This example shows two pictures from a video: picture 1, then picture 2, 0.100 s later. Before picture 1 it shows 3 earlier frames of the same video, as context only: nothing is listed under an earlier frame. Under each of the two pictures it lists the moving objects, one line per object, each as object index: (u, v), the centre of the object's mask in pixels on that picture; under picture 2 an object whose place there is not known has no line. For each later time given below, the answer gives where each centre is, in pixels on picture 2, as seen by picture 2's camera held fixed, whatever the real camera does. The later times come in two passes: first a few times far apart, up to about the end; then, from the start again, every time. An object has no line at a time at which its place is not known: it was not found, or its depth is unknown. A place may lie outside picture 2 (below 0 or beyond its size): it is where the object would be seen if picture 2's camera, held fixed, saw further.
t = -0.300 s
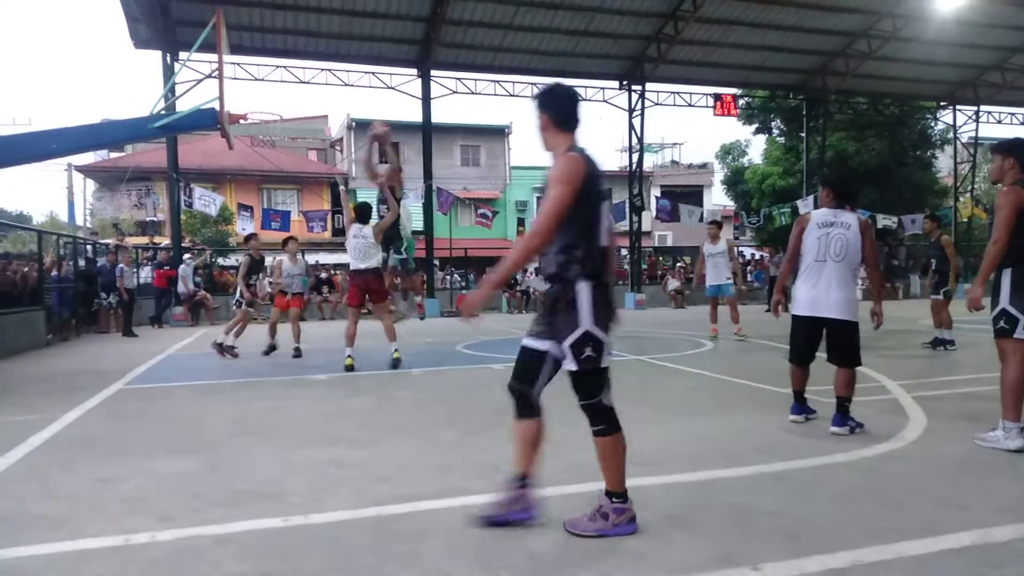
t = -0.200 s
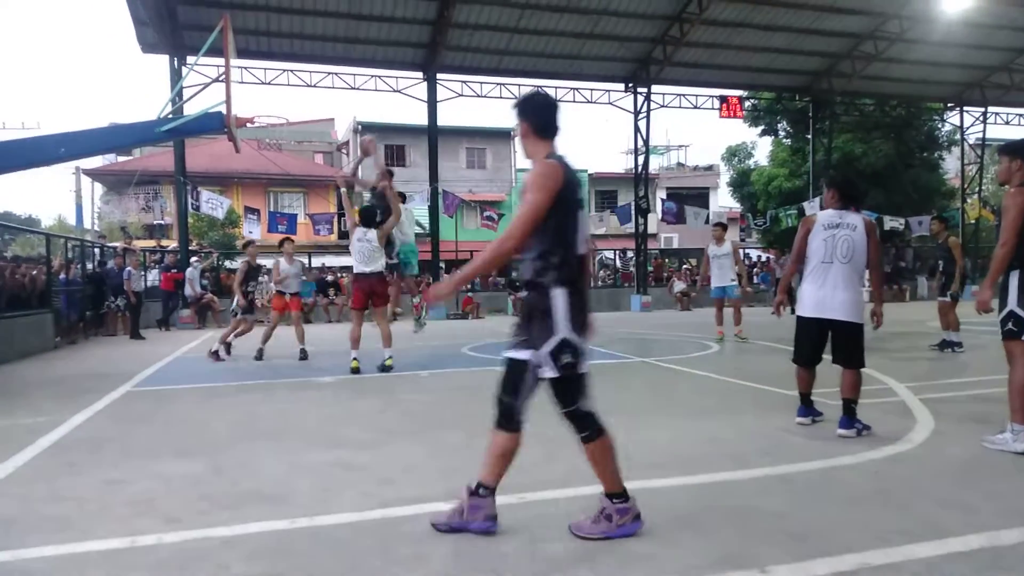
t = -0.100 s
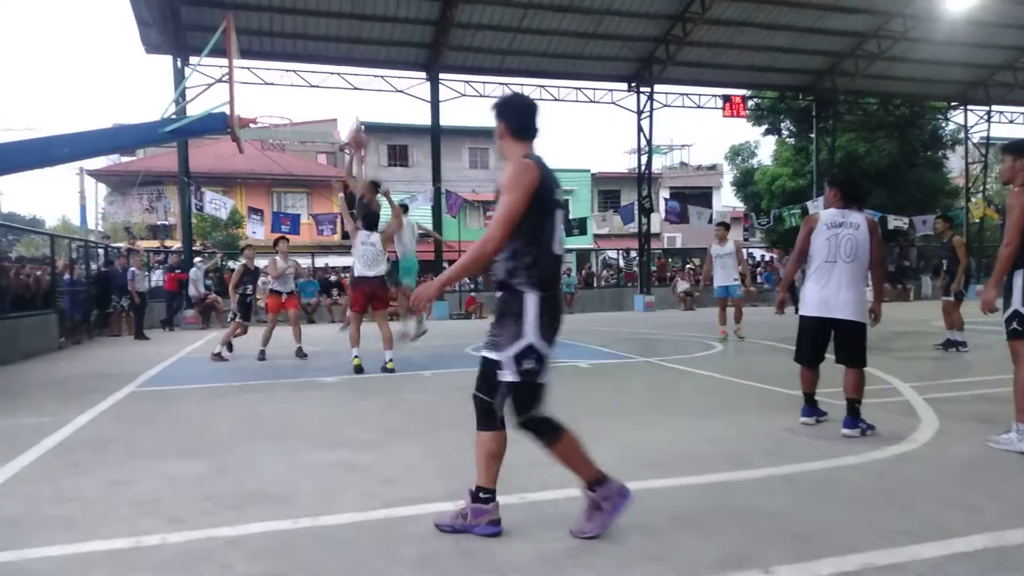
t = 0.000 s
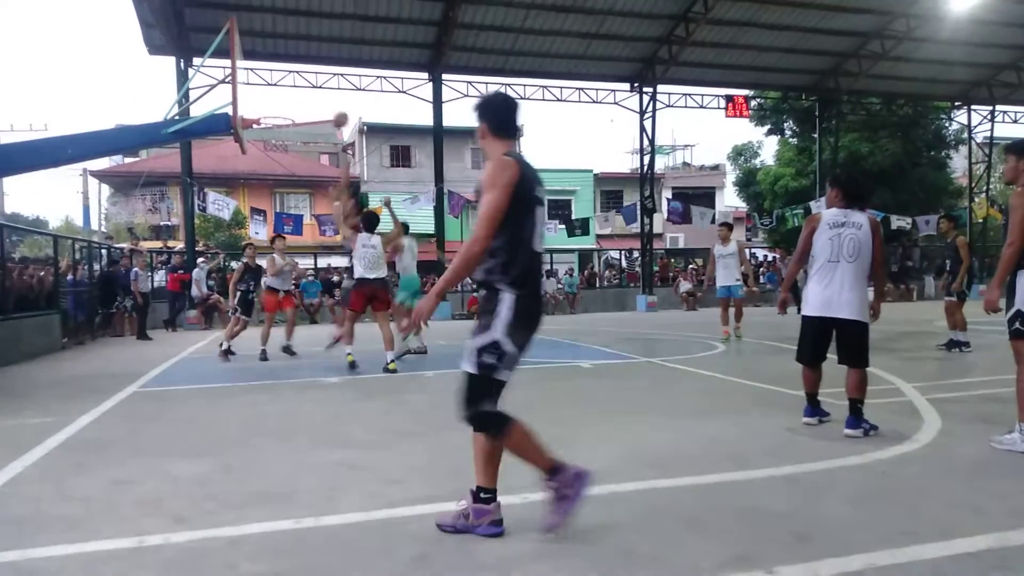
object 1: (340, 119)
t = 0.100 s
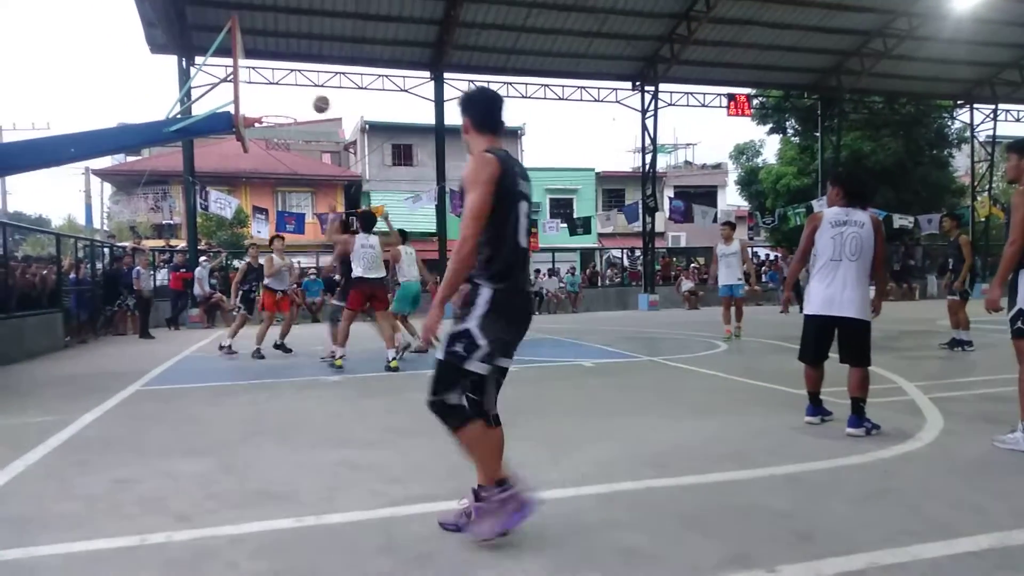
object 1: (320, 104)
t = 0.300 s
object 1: (279, 99)
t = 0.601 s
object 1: (258, 97)
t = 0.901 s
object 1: (271, 107)
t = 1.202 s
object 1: (288, 137)
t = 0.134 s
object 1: (314, 101)
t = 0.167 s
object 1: (307, 99)
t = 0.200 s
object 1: (299, 97)
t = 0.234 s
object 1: (293, 97)
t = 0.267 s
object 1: (286, 98)
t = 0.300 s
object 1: (279, 99)
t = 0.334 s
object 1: (273, 101)
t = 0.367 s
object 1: (266, 105)
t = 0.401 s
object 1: (260, 108)
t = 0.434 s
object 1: (257, 107)
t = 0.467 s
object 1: (256, 103)
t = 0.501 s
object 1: (255, 100)
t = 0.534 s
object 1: (256, 98)
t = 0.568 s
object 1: (257, 97)
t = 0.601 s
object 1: (258, 97)
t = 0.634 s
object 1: (260, 98)
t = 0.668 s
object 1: (261, 99)
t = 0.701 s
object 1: (262, 101)
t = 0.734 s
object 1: (263, 104)
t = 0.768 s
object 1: (265, 108)
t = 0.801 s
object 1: (266, 111)
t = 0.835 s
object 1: (268, 110)
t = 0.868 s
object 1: (269, 108)
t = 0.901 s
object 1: (271, 107)
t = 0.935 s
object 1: (273, 107)
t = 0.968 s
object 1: (275, 108)
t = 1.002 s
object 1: (276, 110)
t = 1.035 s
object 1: (279, 113)
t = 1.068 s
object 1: (280, 117)
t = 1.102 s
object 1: (282, 121)
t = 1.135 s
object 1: (284, 126)
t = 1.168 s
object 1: (285, 133)
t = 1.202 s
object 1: (288, 137)
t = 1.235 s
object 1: (288, 141)
